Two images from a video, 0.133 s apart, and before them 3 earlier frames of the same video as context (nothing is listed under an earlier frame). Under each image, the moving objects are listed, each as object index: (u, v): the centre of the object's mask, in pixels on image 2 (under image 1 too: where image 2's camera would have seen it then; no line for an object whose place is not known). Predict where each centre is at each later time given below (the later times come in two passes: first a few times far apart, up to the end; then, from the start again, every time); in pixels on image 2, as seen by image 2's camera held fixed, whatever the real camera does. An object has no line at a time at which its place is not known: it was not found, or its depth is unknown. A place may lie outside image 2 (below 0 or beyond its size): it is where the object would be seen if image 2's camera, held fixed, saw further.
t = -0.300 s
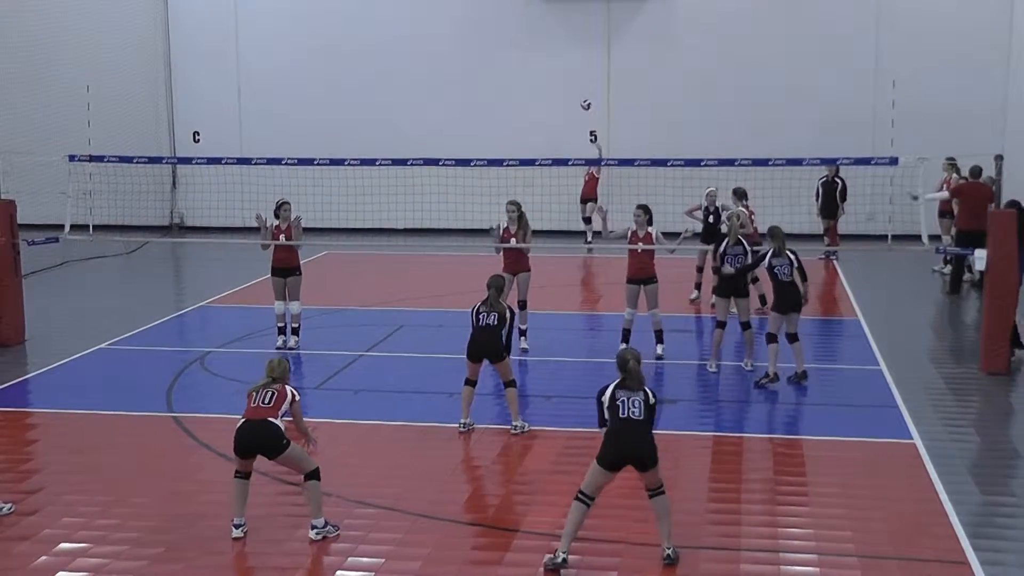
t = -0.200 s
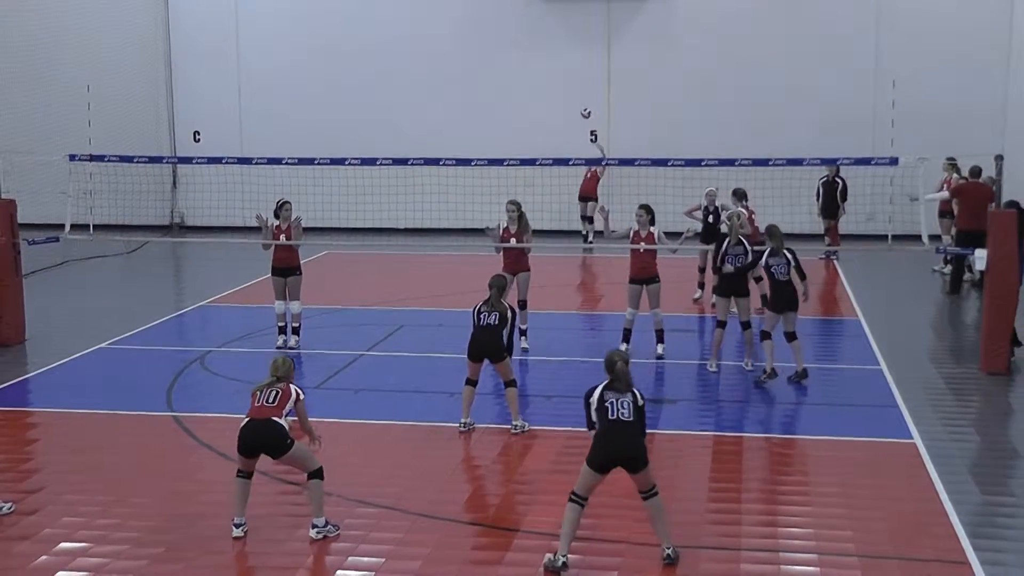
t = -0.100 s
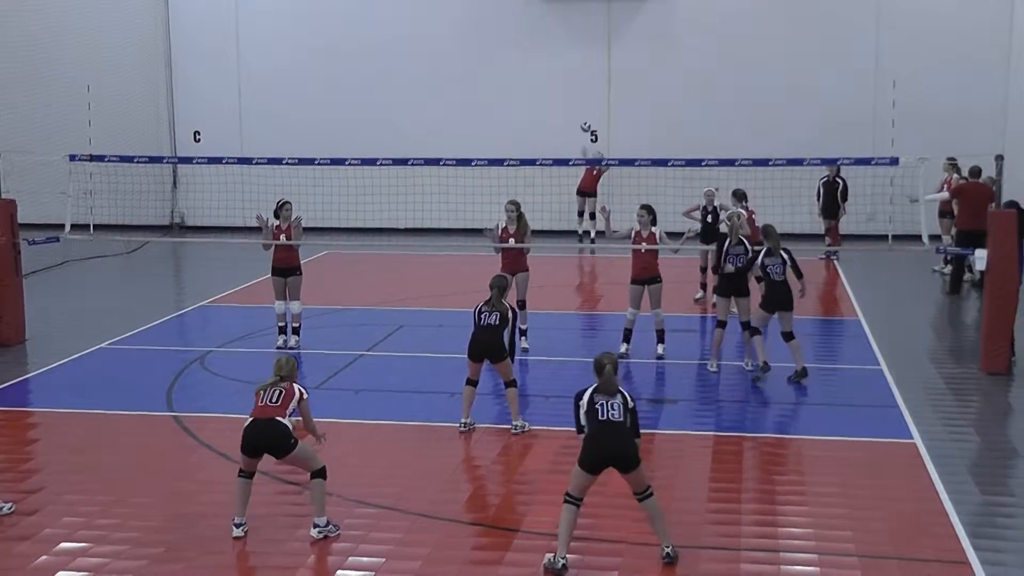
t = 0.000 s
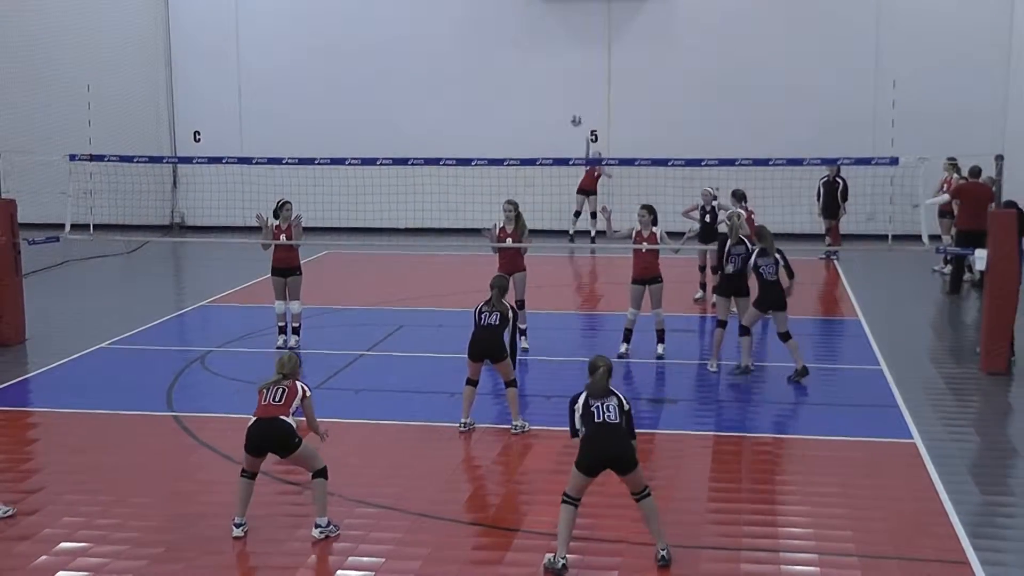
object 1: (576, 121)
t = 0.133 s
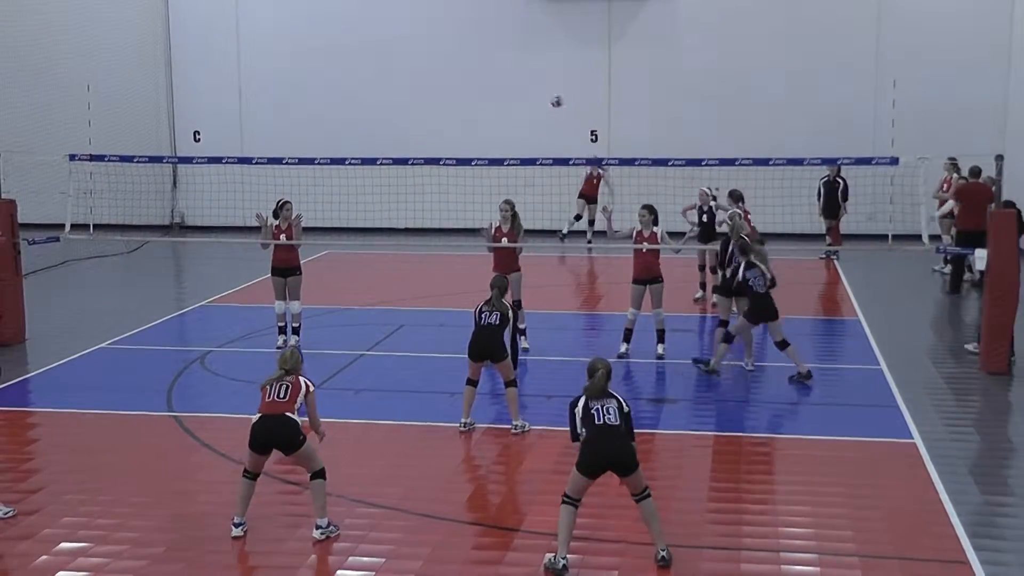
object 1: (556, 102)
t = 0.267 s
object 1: (536, 92)
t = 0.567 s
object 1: (479, 119)
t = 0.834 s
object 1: (398, 221)
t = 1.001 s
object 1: (329, 353)
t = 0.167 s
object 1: (552, 98)
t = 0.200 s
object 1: (546, 93)
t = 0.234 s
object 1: (542, 93)
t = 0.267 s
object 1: (536, 92)
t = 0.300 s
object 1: (530, 92)
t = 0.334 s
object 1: (525, 93)
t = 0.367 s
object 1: (518, 93)
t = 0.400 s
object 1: (512, 95)
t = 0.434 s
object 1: (506, 96)
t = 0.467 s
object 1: (500, 101)
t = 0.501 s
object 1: (493, 105)
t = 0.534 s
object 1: (486, 112)
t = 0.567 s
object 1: (479, 119)
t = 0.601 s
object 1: (471, 127)
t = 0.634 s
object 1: (462, 136)
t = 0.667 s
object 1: (454, 146)
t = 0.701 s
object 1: (444, 156)
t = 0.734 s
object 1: (434, 170)
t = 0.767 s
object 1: (423, 185)
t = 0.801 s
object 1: (411, 201)
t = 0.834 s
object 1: (398, 221)
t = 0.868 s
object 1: (385, 241)
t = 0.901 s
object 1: (370, 266)
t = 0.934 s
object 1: (358, 291)
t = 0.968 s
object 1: (345, 323)
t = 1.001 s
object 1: (329, 353)
